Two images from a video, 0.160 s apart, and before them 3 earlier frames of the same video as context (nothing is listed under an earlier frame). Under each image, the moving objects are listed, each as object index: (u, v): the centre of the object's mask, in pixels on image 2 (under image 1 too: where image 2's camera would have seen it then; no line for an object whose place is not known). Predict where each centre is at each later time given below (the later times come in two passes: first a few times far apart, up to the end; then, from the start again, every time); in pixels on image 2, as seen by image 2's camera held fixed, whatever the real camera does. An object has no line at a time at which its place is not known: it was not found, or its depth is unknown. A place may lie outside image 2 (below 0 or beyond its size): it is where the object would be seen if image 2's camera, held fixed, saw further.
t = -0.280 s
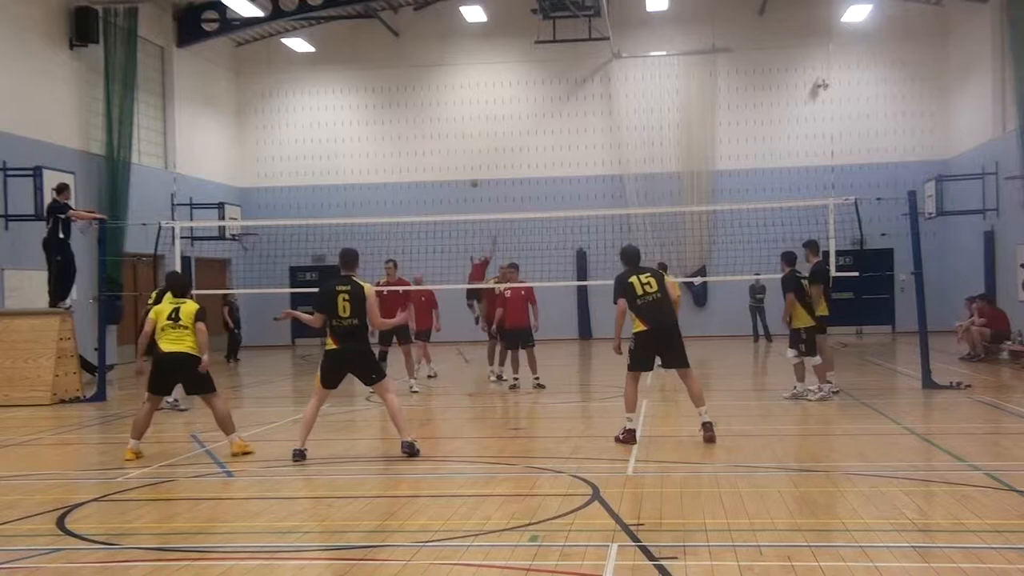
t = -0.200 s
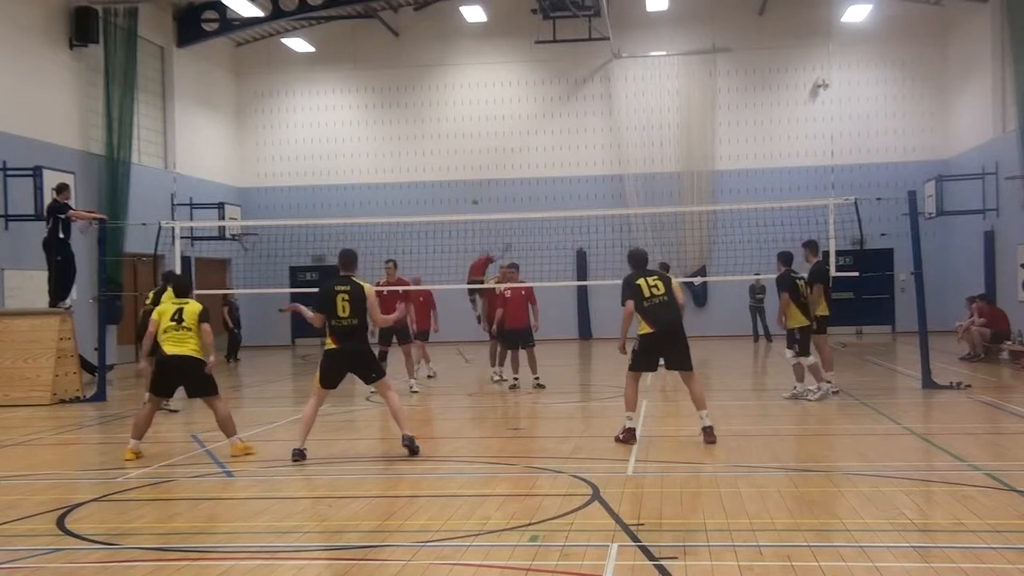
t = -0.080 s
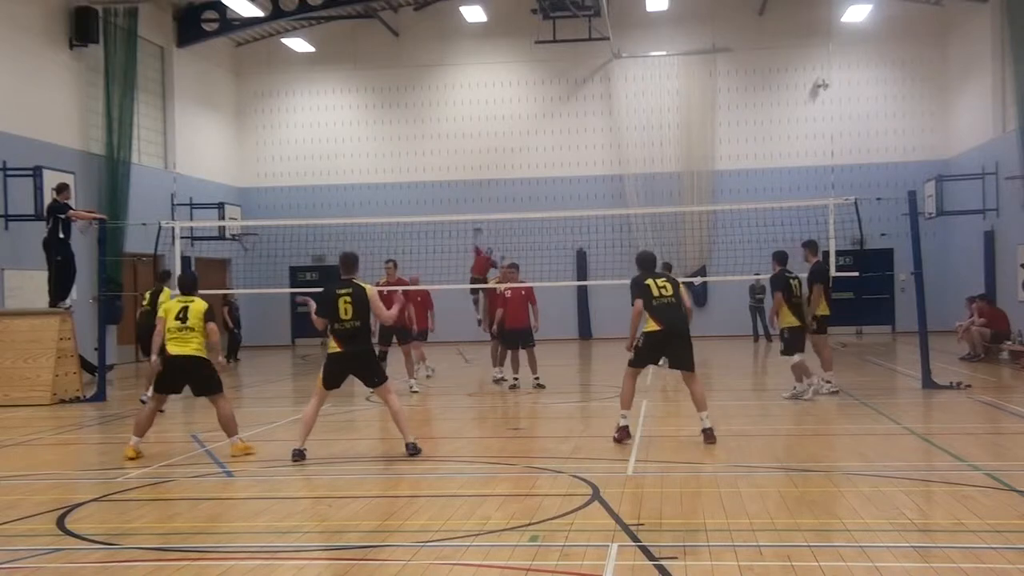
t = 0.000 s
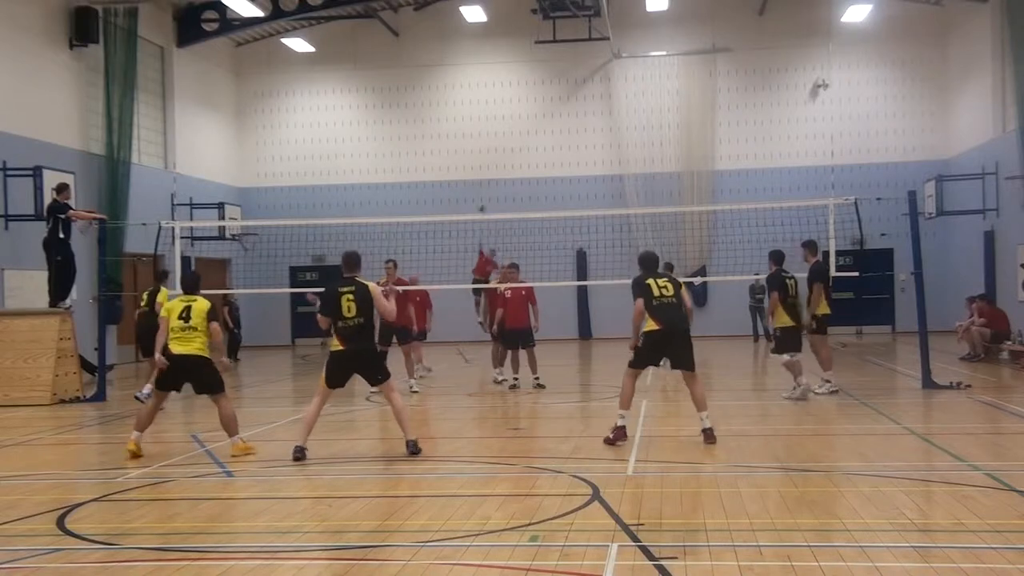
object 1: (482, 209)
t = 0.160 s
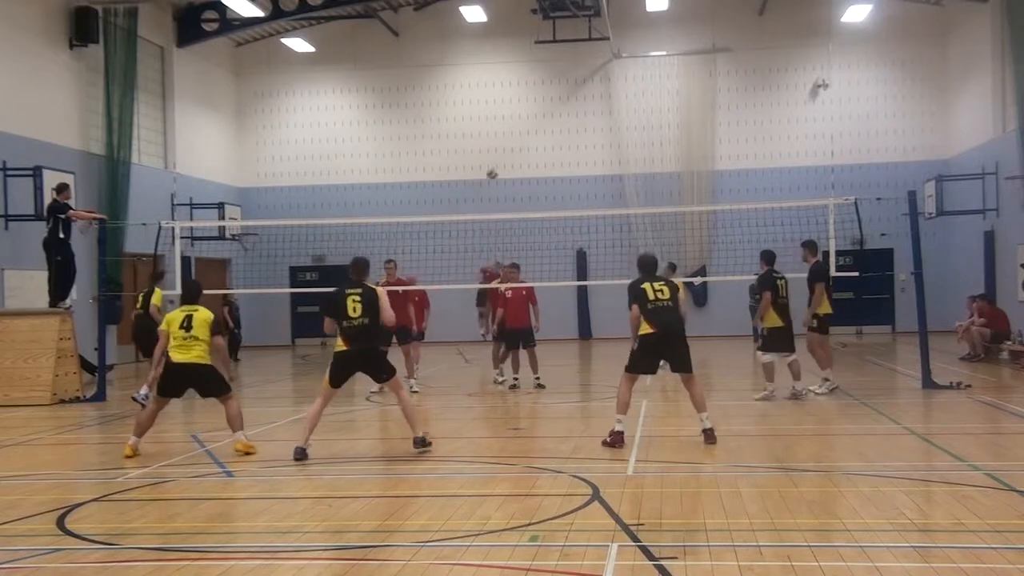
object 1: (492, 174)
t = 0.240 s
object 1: (498, 163)
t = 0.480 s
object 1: (520, 146)
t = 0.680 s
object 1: (545, 178)
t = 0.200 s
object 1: (494, 168)
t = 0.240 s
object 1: (498, 163)
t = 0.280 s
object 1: (501, 157)
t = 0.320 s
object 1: (505, 152)
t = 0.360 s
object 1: (508, 149)
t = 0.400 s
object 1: (512, 147)
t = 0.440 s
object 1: (516, 146)
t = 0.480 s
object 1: (520, 146)
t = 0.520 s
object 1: (524, 148)
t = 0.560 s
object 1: (529, 152)
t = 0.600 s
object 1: (534, 159)
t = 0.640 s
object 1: (539, 167)
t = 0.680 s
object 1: (545, 178)
